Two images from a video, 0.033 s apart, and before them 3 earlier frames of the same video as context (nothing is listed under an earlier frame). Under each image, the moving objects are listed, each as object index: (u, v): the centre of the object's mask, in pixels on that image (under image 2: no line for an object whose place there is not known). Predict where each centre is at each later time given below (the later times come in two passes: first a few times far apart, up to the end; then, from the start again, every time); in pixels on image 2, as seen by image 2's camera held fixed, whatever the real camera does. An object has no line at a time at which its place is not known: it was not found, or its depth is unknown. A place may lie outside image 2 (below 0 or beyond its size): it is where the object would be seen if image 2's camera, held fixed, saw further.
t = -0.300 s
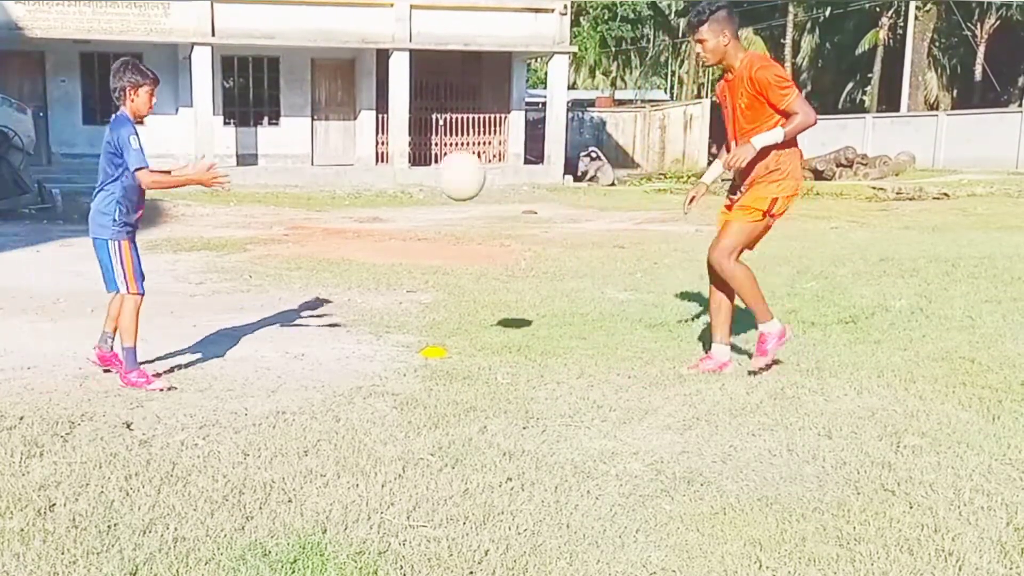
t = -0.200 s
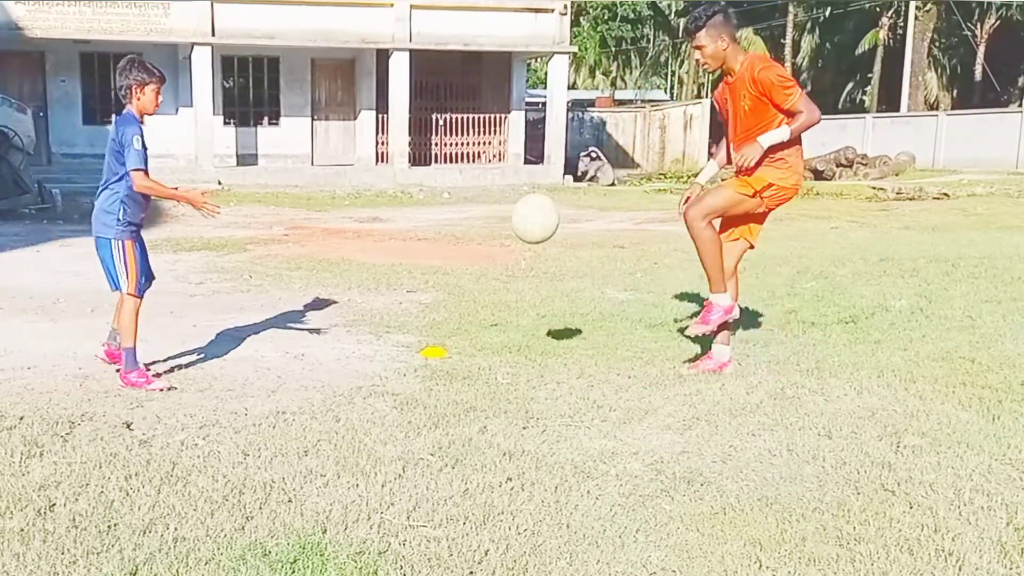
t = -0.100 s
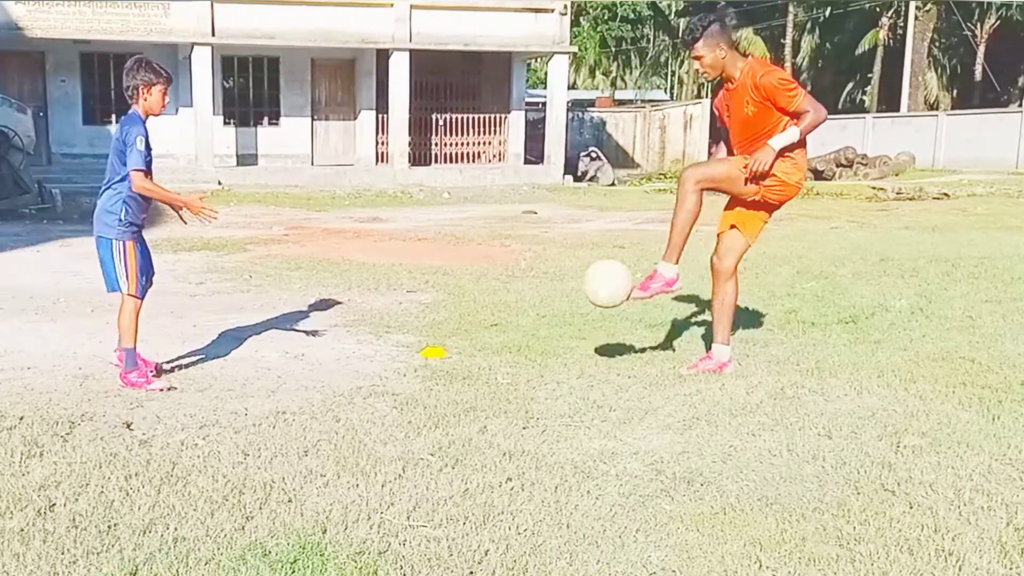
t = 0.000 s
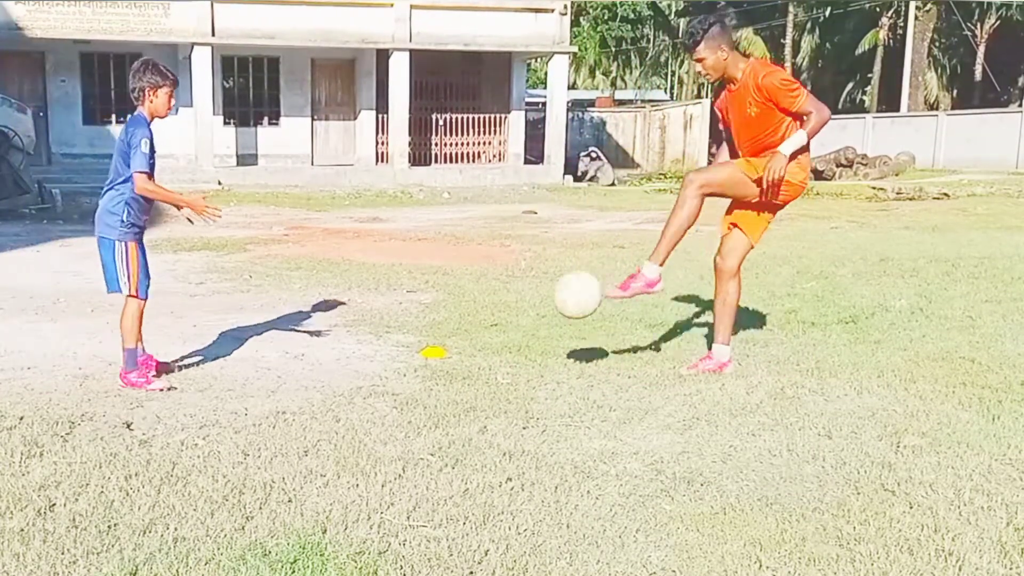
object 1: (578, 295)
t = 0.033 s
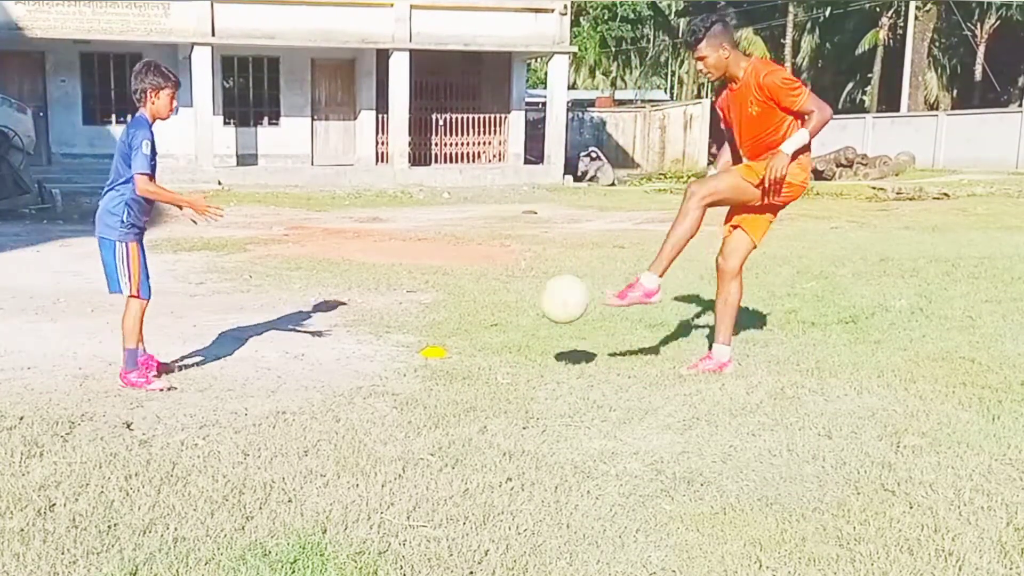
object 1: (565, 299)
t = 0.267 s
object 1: (476, 360)
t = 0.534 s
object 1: (414, 352)
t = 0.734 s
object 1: (355, 374)
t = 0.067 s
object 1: (551, 306)
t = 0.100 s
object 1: (537, 316)
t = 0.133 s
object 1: (523, 328)
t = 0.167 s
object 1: (509, 342)
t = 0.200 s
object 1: (495, 360)
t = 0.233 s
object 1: (483, 371)
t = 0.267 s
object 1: (476, 360)
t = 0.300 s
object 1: (468, 351)
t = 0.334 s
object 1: (461, 343)
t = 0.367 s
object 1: (453, 338)
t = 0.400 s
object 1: (445, 336)
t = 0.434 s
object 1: (438, 336)
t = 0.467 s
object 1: (430, 338)
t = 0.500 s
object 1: (422, 344)
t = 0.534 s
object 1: (414, 352)
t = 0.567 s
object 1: (405, 362)
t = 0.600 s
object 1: (397, 376)
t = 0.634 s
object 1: (388, 385)
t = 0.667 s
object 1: (377, 381)
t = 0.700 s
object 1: (367, 375)
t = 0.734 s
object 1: (355, 374)
